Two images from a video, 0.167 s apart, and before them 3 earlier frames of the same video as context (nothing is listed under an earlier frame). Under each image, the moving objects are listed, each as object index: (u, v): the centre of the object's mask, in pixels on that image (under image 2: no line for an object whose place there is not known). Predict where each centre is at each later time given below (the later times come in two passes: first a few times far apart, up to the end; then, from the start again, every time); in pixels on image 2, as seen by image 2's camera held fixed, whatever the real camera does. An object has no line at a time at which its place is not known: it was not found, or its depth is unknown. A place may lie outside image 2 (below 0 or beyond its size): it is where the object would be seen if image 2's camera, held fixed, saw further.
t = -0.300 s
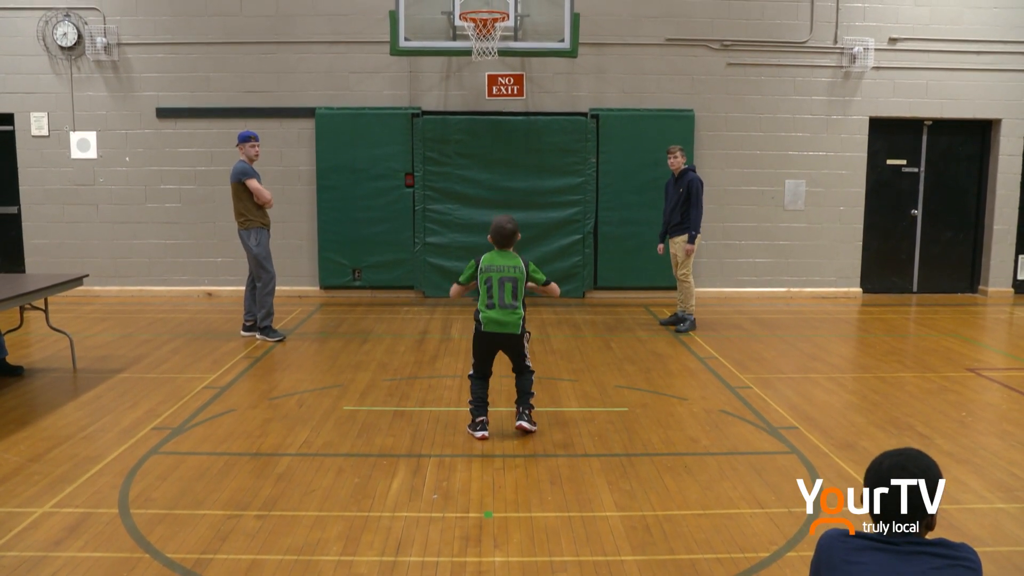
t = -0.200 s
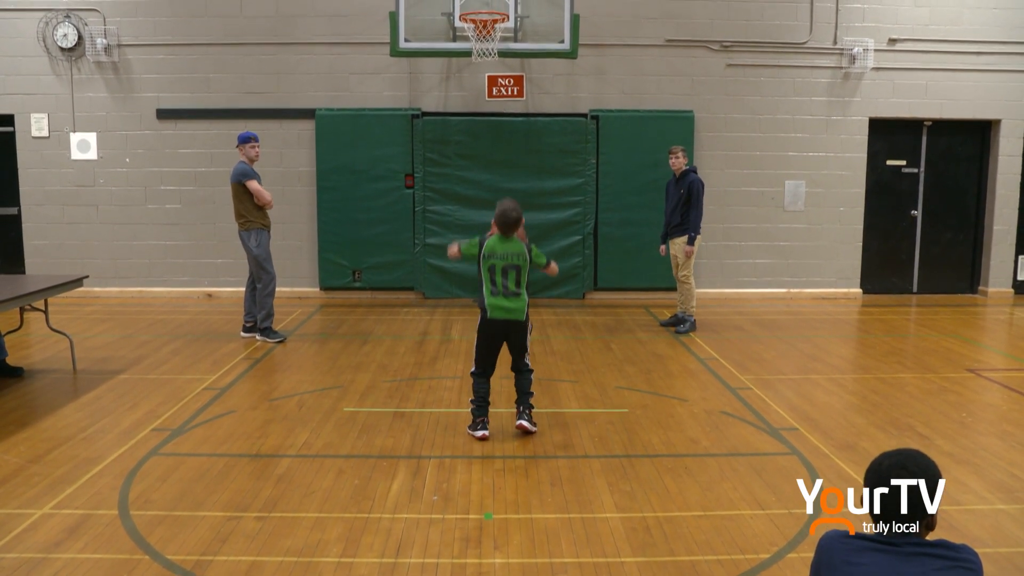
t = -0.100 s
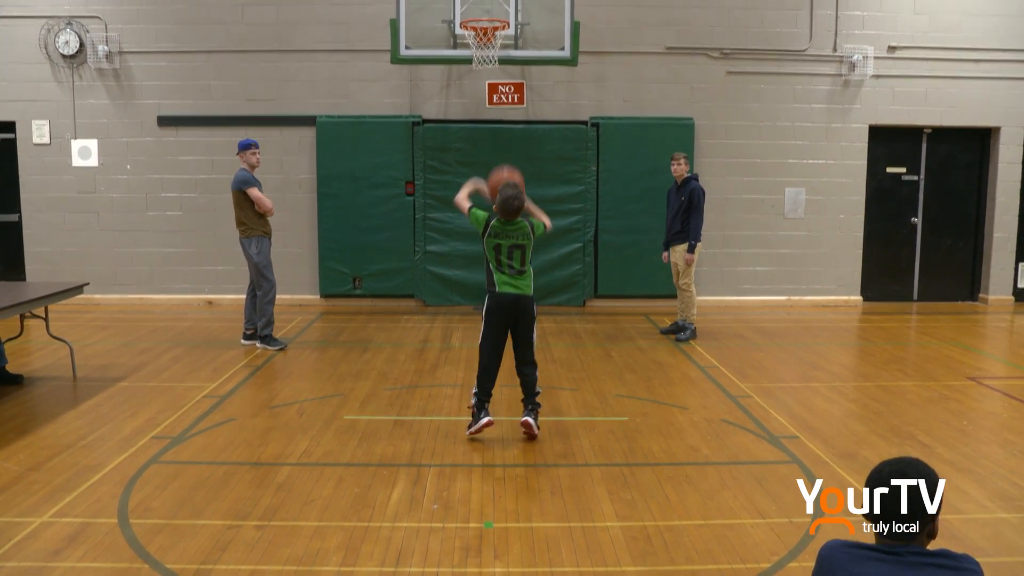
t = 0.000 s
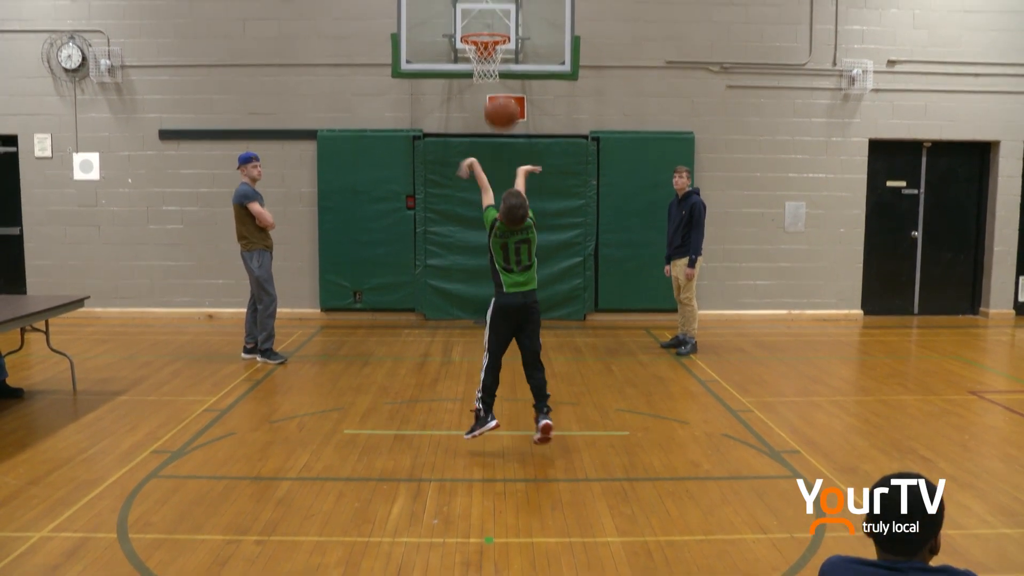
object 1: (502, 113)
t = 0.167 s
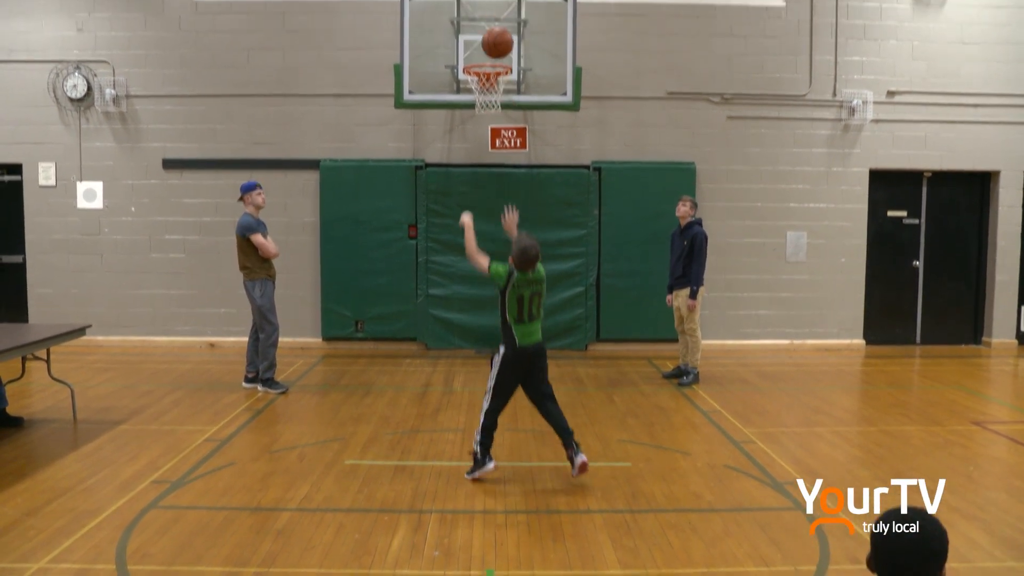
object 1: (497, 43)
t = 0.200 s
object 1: (496, 29)
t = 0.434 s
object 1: (490, -17)
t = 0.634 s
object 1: (485, -1)
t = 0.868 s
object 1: (481, 64)
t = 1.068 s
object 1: (503, 80)
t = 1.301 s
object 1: (489, 104)
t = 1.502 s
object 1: (475, 166)
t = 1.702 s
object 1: (463, 266)
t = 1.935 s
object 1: (451, 321)
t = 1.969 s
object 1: (450, 304)
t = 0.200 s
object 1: (496, 29)
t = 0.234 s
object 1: (495, 18)
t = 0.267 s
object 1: (494, 8)
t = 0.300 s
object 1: (493, 0)
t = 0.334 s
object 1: (492, -6)
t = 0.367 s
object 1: (491, -11)
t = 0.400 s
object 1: (490, -15)
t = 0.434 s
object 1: (490, -17)
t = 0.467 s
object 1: (489, -17)
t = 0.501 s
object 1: (488, -16)
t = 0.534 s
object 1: (487, -15)
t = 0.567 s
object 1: (486, -11)
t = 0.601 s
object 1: (485, -6)
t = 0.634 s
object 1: (485, -1)
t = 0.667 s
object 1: (484, 6)
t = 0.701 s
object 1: (483, 14)
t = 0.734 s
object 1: (483, 22)
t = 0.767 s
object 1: (482, 32)
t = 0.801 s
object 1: (482, 43)
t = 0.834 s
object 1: (481, 53)
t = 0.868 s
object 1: (481, 64)
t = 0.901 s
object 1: (488, 76)
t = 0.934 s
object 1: (492, 78)
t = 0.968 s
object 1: (501, 82)
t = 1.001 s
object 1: (504, 83)
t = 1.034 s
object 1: (505, 82)
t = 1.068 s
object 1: (503, 80)
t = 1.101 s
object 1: (501, 80)
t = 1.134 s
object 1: (502, 86)
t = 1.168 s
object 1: (499, 90)
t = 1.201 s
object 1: (497, 92)
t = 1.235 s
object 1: (494, 96)
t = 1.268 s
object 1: (491, 100)
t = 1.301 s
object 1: (489, 104)
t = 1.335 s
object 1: (487, 111)
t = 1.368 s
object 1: (484, 120)
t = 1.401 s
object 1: (482, 130)
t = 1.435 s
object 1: (480, 141)
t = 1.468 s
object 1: (478, 153)
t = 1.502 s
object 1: (475, 166)
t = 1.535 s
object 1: (474, 179)
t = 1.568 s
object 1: (471, 195)
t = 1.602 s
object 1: (469, 211)
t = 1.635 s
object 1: (467, 228)
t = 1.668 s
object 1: (465, 246)
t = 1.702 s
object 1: (463, 266)
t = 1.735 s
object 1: (461, 285)
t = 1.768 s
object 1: (459, 306)
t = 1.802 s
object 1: (458, 329)
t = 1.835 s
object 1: (456, 350)
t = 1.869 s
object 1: (454, 355)
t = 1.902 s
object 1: (452, 337)
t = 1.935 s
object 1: (451, 321)
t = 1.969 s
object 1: (450, 304)
